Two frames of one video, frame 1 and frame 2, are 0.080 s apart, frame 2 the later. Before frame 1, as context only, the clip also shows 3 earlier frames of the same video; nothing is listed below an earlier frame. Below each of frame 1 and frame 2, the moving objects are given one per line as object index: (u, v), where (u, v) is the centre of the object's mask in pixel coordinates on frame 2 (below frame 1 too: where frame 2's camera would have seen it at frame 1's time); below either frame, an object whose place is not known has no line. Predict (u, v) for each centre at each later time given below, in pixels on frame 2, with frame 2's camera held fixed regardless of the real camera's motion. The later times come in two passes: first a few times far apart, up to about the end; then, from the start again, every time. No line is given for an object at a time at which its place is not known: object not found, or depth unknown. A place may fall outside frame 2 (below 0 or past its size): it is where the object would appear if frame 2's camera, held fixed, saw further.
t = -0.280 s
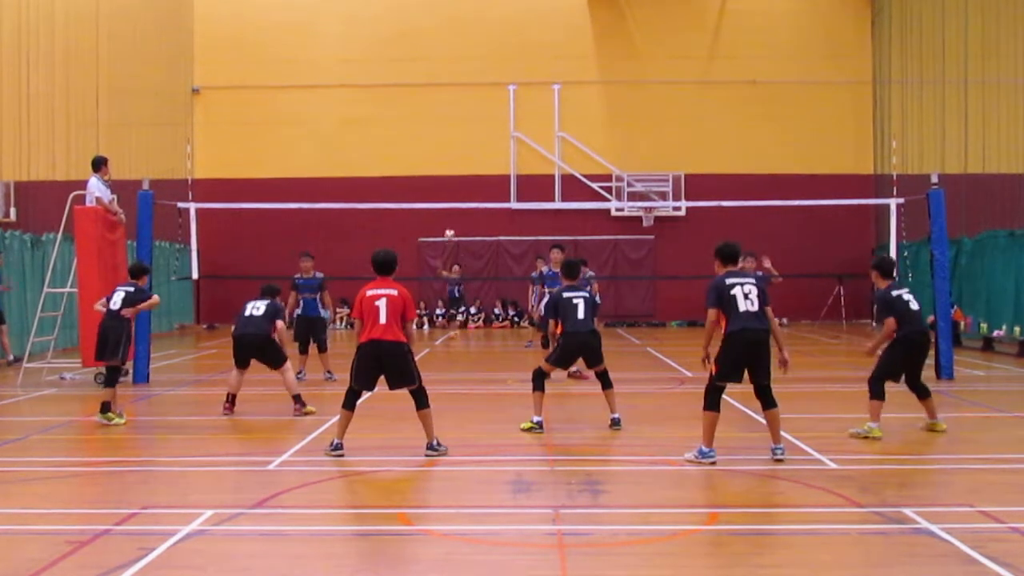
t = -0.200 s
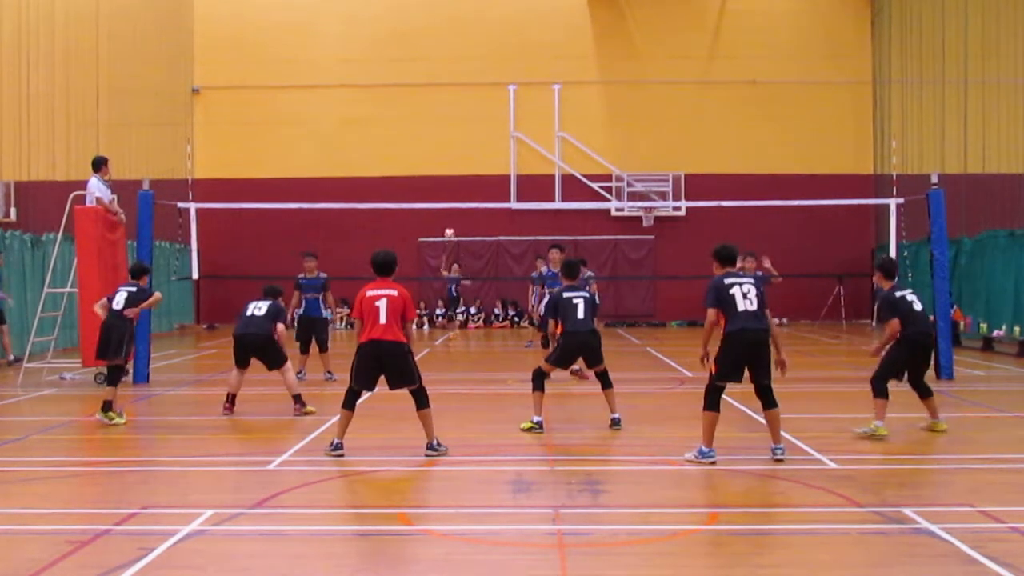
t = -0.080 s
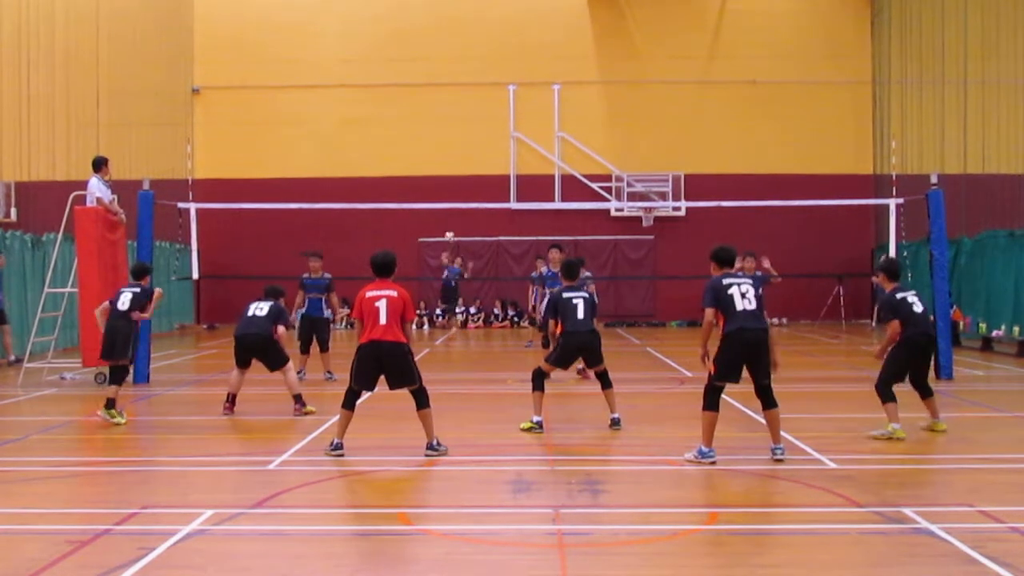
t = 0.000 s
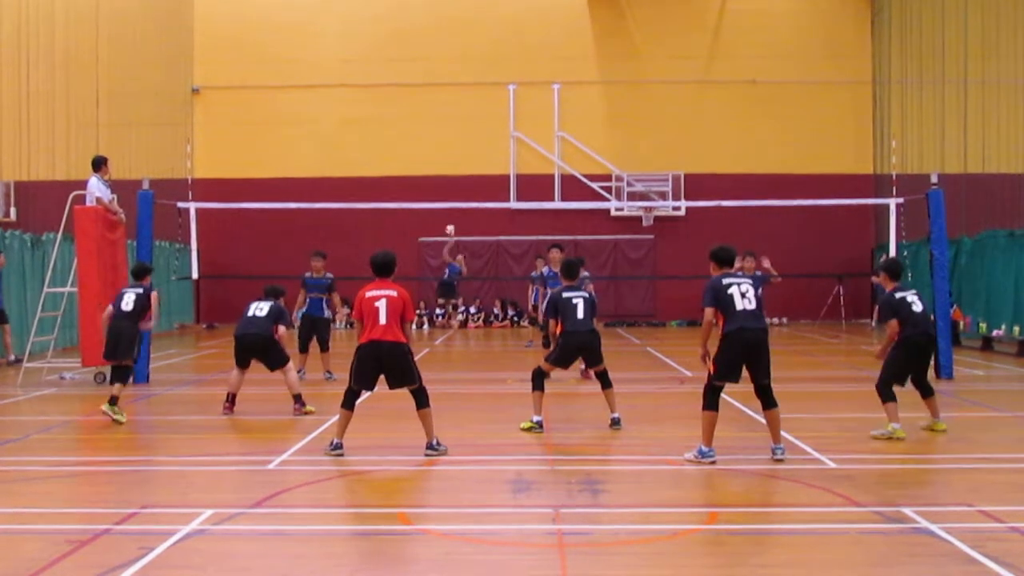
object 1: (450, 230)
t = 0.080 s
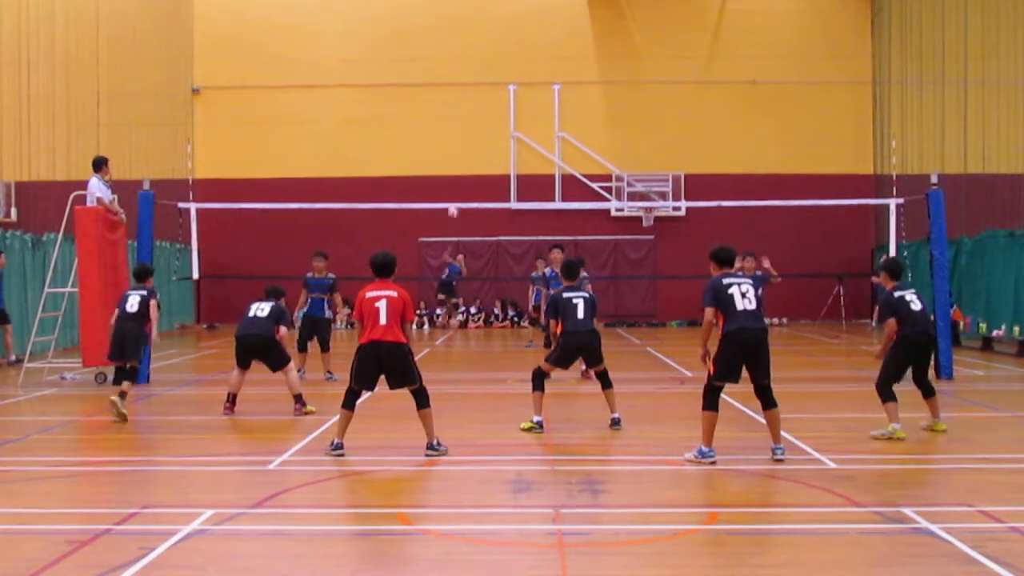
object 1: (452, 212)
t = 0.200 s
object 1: (457, 186)
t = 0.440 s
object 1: (473, 152)
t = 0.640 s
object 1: (493, 150)
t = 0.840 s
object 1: (528, 182)
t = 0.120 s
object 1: (454, 200)
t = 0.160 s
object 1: (455, 194)
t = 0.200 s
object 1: (457, 186)
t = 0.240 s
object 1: (458, 180)
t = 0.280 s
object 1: (461, 173)
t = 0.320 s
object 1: (465, 167)
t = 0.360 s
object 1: (467, 160)
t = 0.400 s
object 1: (470, 156)
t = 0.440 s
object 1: (473, 152)
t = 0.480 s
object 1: (476, 149)
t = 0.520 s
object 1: (480, 148)
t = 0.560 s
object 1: (484, 147)
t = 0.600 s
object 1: (488, 148)
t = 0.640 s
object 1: (493, 150)
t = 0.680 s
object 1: (499, 154)
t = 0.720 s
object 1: (505, 158)
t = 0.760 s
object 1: (512, 163)
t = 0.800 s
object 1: (521, 172)
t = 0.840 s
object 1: (528, 182)
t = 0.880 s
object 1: (536, 192)
